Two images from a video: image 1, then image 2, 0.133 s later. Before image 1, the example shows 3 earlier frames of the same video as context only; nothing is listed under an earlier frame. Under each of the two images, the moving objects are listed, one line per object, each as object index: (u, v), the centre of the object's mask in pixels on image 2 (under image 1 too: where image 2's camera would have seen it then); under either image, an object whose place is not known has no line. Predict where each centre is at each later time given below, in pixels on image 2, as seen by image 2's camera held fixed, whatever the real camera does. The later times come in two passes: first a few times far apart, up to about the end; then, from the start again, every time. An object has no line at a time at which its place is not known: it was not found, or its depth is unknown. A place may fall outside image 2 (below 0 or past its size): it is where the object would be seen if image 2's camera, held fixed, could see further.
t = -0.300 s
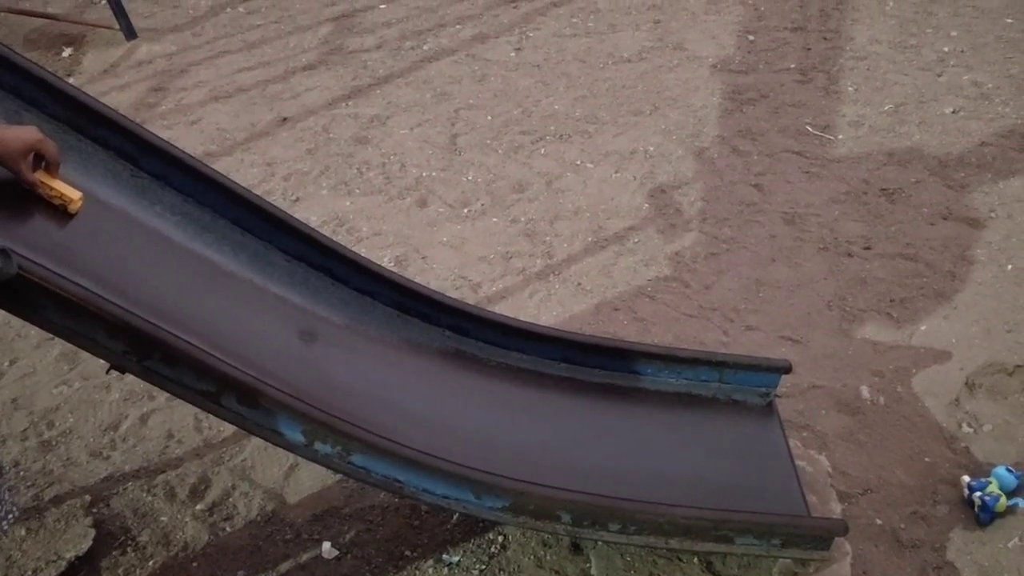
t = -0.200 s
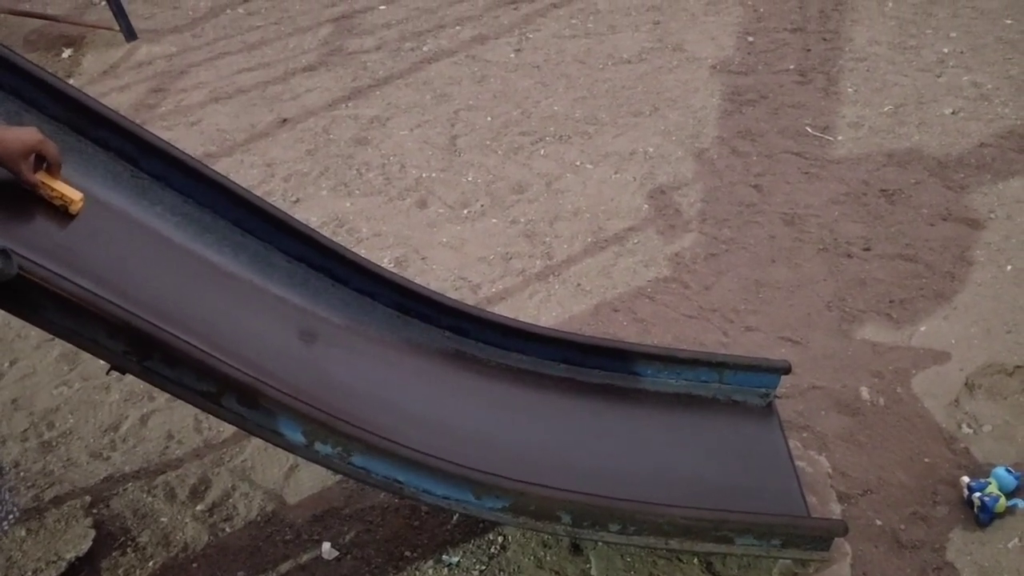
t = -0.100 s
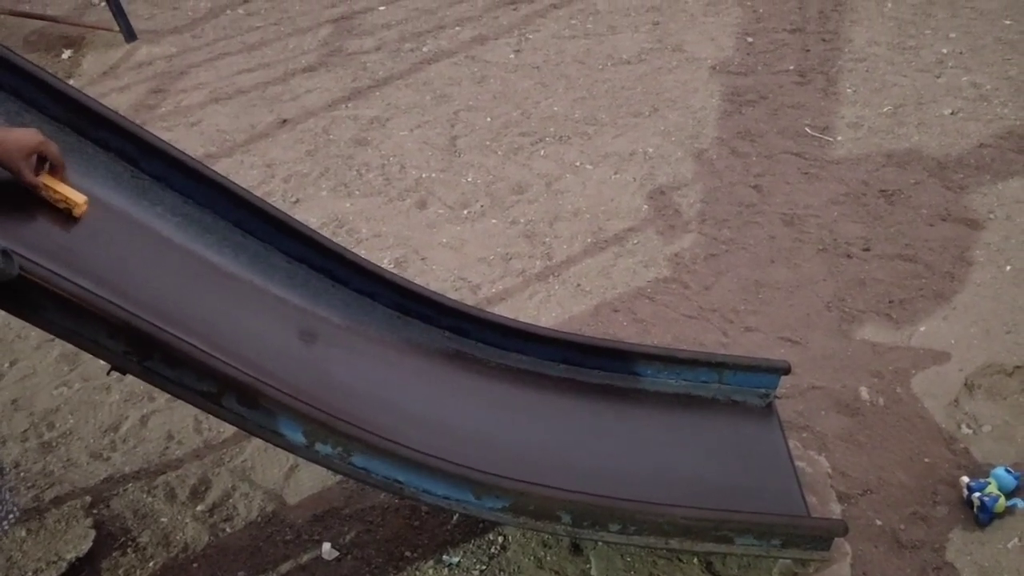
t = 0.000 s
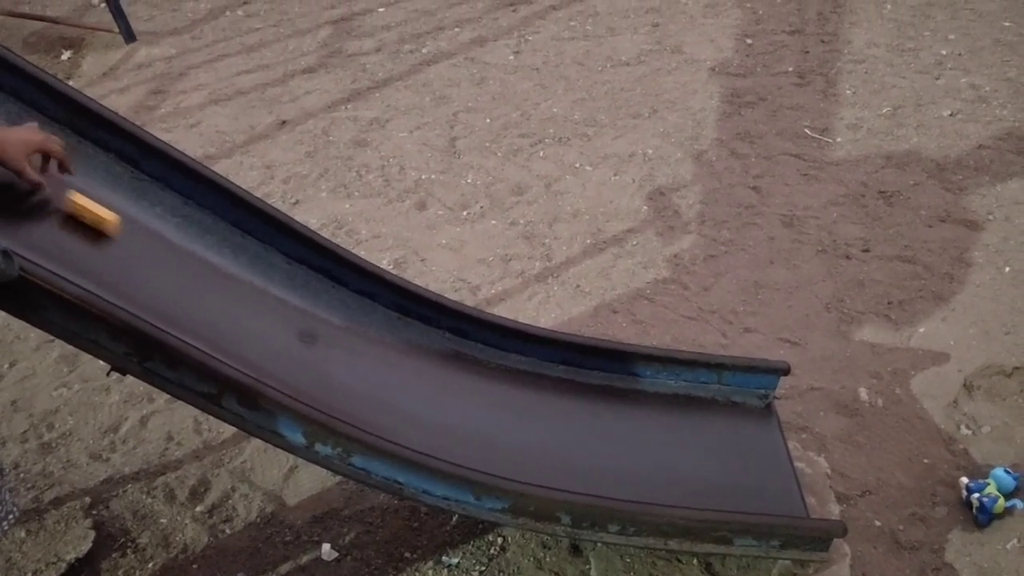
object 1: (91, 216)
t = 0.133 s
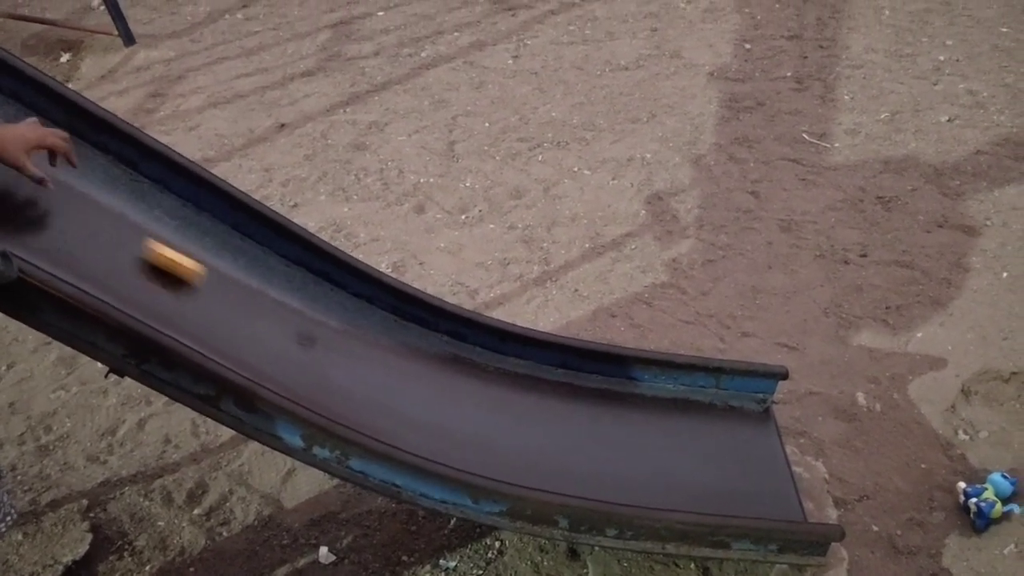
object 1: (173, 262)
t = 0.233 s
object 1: (262, 309)
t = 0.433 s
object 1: (485, 391)
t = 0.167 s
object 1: (200, 278)
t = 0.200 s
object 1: (229, 293)
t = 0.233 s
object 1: (262, 309)
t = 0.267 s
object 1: (296, 327)
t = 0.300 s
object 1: (332, 343)
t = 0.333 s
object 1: (369, 357)
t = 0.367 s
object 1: (407, 372)
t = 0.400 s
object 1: (445, 383)
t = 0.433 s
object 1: (485, 391)
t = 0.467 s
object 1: (522, 397)
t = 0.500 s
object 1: (559, 401)
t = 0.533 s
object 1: (596, 402)
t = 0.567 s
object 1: (631, 402)
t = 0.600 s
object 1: (665, 401)
